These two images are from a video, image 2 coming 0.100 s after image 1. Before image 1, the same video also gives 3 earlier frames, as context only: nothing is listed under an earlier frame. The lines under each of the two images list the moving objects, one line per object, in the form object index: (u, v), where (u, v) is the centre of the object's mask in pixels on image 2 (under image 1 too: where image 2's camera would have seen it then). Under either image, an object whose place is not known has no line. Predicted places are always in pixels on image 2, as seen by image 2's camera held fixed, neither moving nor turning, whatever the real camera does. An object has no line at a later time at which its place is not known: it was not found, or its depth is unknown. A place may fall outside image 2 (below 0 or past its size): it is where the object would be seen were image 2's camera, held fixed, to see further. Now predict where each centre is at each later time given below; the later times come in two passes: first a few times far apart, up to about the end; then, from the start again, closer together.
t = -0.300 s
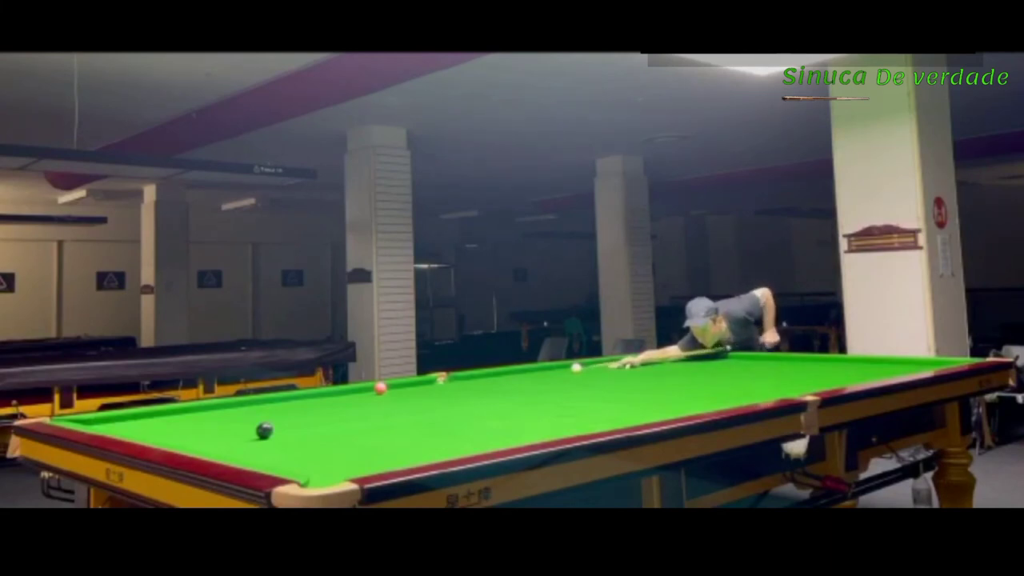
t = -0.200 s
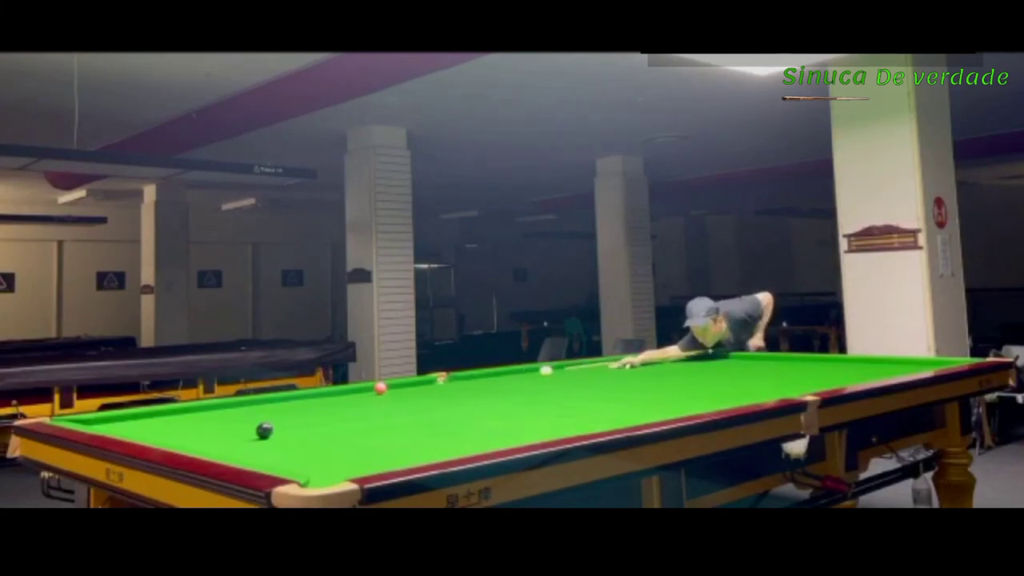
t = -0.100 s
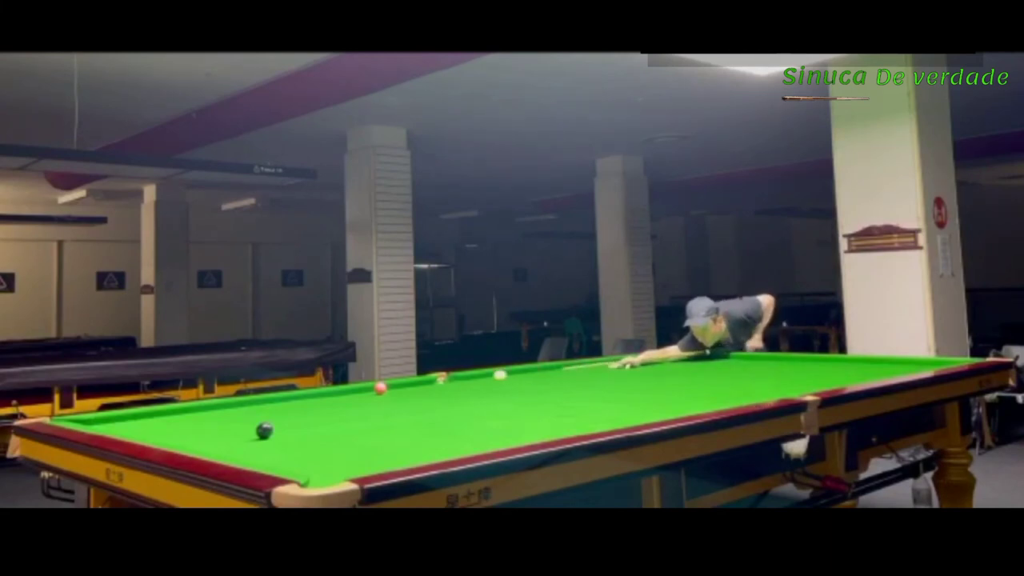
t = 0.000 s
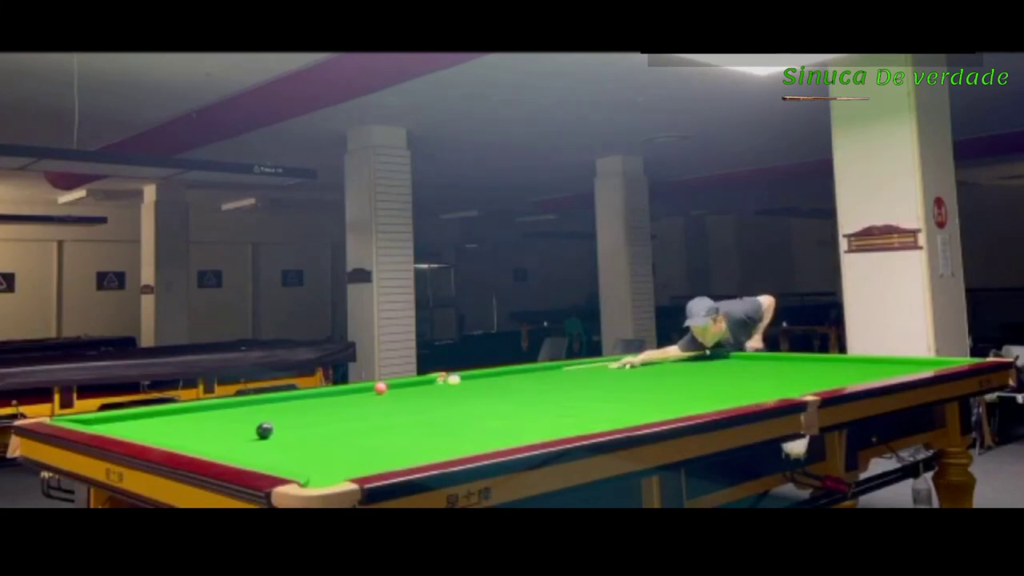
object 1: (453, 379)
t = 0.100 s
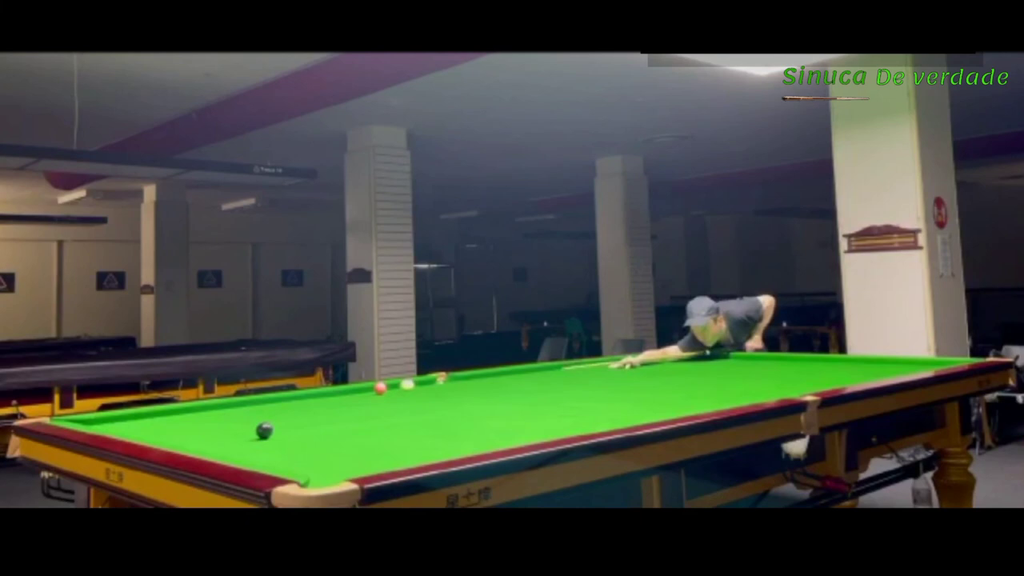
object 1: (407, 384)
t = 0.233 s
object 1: (386, 386)
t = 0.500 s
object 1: (359, 389)
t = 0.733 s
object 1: (330, 392)
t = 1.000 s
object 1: (298, 395)
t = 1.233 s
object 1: (276, 398)
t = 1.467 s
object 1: (254, 401)
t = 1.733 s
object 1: (228, 404)
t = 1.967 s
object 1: (205, 407)
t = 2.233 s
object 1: (179, 411)
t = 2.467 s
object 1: (156, 414)
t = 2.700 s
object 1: (134, 416)
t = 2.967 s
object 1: (109, 420)
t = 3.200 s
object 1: (88, 422)
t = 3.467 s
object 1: (90, 422)
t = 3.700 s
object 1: (101, 421)
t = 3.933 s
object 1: (111, 421)
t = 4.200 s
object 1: (121, 420)
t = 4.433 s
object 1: (128, 419)
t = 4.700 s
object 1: (134, 419)
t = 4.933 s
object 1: (139, 418)
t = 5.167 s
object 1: (142, 418)
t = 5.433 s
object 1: (144, 418)
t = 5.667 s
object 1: (144, 418)
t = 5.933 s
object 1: (144, 418)
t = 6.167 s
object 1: (144, 418)
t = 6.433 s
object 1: (144, 418)
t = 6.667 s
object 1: (144, 418)
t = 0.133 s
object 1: (392, 386)
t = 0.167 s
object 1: (389, 386)
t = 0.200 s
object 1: (388, 386)
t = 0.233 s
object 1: (386, 386)
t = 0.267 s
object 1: (384, 386)
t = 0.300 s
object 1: (381, 386)
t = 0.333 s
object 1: (378, 387)
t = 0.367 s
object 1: (375, 387)
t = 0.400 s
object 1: (371, 387)
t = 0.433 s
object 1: (367, 388)
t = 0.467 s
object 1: (363, 388)
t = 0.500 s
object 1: (359, 389)
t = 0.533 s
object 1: (355, 389)
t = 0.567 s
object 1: (351, 390)
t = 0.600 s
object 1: (346, 390)
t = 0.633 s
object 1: (342, 390)
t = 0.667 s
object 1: (338, 391)
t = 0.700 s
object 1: (334, 391)
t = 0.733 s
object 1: (330, 392)
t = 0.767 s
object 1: (325, 392)
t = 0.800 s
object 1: (321, 392)
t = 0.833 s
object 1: (317, 393)
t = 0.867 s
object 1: (313, 393)
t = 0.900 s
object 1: (309, 394)
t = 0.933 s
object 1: (305, 394)
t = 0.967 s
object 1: (301, 394)
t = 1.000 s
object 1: (298, 395)
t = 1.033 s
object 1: (295, 395)
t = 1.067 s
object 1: (292, 395)
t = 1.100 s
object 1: (289, 396)
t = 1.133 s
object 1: (285, 396)
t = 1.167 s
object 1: (282, 397)
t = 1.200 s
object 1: (279, 397)
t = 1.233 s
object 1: (276, 398)
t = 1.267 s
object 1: (273, 398)
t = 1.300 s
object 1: (269, 399)
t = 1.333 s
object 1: (266, 399)
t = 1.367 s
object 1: (263, 400)
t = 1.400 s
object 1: (260, 400)
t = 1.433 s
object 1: (256, 401)
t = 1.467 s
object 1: (254, 401)
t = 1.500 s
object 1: (250, 401)
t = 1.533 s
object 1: (247, 402)
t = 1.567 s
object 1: (244, 403)
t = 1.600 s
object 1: (240, 403)
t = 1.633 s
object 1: (237, 403)
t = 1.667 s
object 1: (234, 403)
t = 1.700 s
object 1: (231, 404)
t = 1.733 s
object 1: (228, 404)
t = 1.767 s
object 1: (225, 404)
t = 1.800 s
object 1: (221, 405)
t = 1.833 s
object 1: (218, 406)
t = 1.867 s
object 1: (215, 406)
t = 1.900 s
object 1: (211, 406)
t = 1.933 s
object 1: (208, 407)
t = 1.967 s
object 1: (205, 407)
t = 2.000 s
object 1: (202, 407)
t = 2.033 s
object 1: (198, 408)
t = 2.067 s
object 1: (196, 408)
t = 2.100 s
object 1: (192, 409)
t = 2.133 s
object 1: (189, 409)
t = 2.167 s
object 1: (185, 410)
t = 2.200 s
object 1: (182, 410)
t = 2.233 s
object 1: (179, 411)
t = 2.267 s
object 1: (176, 411)
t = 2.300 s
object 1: (172, 411)
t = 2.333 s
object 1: (169, 412)
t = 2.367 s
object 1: (166, 412)
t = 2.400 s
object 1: (163, 413)
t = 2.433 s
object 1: (160, 414)
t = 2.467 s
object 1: (156, 414)
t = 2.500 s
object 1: (153, 414)
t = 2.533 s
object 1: (150, 415)
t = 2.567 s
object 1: (147, 415)
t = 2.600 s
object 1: (144, 416)
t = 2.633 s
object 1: (141, 416)
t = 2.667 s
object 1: (137, 416)
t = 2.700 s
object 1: (134, 416)
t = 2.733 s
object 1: (131, 417)
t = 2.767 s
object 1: (128, 417)
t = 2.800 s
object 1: (125, 418)
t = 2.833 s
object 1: (122, 418)
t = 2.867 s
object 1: (118, 419)
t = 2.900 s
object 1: (115, 419)
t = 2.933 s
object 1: (113, 419)
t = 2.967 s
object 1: (109, 420)
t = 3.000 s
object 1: (106, 421)
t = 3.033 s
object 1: (103, 421)
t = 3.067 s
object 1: (100, 421)
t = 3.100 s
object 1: (97, 421)
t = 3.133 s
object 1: (94, 421)
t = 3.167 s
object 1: (91, 421)
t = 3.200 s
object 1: (88, 422)
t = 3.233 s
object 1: (85, 421)
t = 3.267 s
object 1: (83, 422)
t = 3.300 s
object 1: (80, 421)
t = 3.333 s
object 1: (82, 422)
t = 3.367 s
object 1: (84, 422)
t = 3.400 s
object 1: (86, 422)
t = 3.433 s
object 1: (88, 422)
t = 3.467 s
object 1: (90, 422)
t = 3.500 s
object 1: (91, 421)
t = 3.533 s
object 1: (93, 421)
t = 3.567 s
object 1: (94, 421)
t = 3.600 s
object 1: (96, 421)
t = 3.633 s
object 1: (98, 421)
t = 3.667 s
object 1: (99, 421)
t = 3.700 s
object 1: (101, 421)
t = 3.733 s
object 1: (102, 421)
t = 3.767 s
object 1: (104, 421)
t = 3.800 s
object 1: (106, 420)
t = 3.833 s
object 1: (107, 420)
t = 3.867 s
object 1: (109, 420)
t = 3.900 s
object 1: (110, 421)
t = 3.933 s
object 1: (111, 421)
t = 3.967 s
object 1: (112, 421)
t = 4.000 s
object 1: (114, 421)
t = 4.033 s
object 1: (115, 421)
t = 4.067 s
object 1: (116, 421)
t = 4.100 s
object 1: (117, 420)
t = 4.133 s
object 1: (118, 420)
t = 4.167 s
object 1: (120, 420)
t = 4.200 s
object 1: (121, 420)
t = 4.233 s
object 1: (122, 420)
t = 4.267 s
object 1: (123, 420)
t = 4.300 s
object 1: (124, 420)
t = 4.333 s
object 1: (125, 420)
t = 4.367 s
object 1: (126, 420)
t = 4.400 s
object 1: (127, 419)
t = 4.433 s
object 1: (128, 419)
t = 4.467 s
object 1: (129, 419)
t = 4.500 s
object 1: (130, 419)
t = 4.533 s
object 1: (131, 419)
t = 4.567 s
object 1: (131, 419)
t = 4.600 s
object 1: (132, 419)
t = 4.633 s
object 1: (133, 419)
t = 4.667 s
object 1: (134, 419)
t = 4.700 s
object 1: (134, 419)
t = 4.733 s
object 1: (135, 419)
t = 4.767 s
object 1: (136, 419)
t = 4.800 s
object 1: (136, 419)
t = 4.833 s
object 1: (137, 418)
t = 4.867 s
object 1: (138, 418)
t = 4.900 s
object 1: (138, 418)
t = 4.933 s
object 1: (139, 418)
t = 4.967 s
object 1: (139, 418)
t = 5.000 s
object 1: (140, 418)
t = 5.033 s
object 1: (140, 418)
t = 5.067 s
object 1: (141, 418)
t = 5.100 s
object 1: (141, 418)
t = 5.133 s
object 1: (142, 418)
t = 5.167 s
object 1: (142, 418)
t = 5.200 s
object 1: (142, 418)
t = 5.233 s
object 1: (143, 418)
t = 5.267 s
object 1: (143, 418)
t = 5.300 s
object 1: (144, 418)
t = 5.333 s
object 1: (144, 418)
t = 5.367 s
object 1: (144, 418)
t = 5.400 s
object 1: (144, 418)
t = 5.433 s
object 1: (144, 418)
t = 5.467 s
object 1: (144, 418)
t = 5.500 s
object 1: (144, 418)
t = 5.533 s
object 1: (144, 418)
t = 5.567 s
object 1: (144, 418)
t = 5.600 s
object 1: (144, 418)
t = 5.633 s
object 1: (144, 418)
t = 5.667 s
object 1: (144, 418)
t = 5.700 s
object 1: (144, 418)
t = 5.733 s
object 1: (144, 418)
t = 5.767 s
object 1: (144, 418)
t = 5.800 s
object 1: (144, 418)
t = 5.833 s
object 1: (144, 418)
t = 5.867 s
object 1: (144, 418)
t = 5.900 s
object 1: (144, 418)
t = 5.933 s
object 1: (144, 418)
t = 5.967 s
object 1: (144, 418)
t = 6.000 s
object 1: (144, 418)
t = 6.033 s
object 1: (144, 418)
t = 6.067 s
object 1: (144, 418)
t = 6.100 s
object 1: (144, 418)
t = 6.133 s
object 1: (144, 418)
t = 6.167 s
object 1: (144, 418)
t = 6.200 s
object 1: (144, 418)
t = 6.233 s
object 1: (144, 418)
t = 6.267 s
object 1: (144, 418)
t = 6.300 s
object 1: (144, 418)
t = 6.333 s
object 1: (144, 418)
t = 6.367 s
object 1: (144, 418)
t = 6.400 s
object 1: (144, 418)
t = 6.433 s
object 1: (144, 418)
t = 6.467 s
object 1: (144, 418)
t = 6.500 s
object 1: (144, 418)
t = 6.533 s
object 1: (144, 418)
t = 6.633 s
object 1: (144, 418)
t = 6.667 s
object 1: (144, 418)
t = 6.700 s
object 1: (144, 418)
